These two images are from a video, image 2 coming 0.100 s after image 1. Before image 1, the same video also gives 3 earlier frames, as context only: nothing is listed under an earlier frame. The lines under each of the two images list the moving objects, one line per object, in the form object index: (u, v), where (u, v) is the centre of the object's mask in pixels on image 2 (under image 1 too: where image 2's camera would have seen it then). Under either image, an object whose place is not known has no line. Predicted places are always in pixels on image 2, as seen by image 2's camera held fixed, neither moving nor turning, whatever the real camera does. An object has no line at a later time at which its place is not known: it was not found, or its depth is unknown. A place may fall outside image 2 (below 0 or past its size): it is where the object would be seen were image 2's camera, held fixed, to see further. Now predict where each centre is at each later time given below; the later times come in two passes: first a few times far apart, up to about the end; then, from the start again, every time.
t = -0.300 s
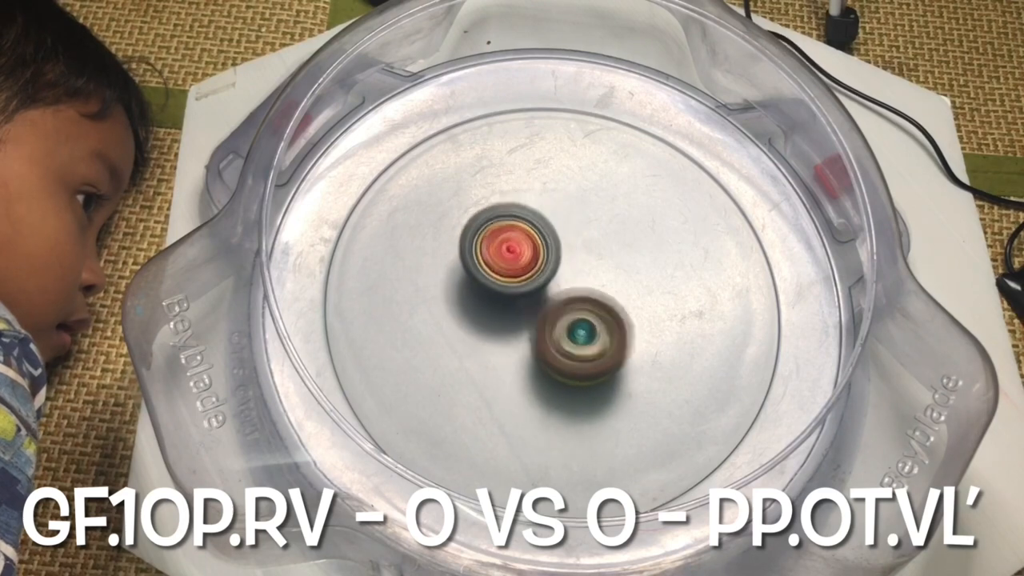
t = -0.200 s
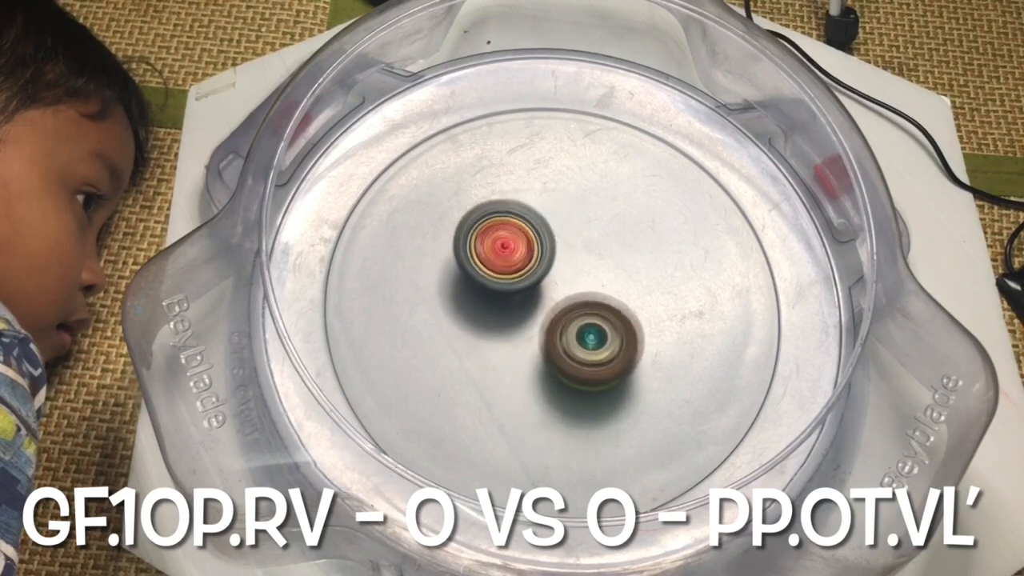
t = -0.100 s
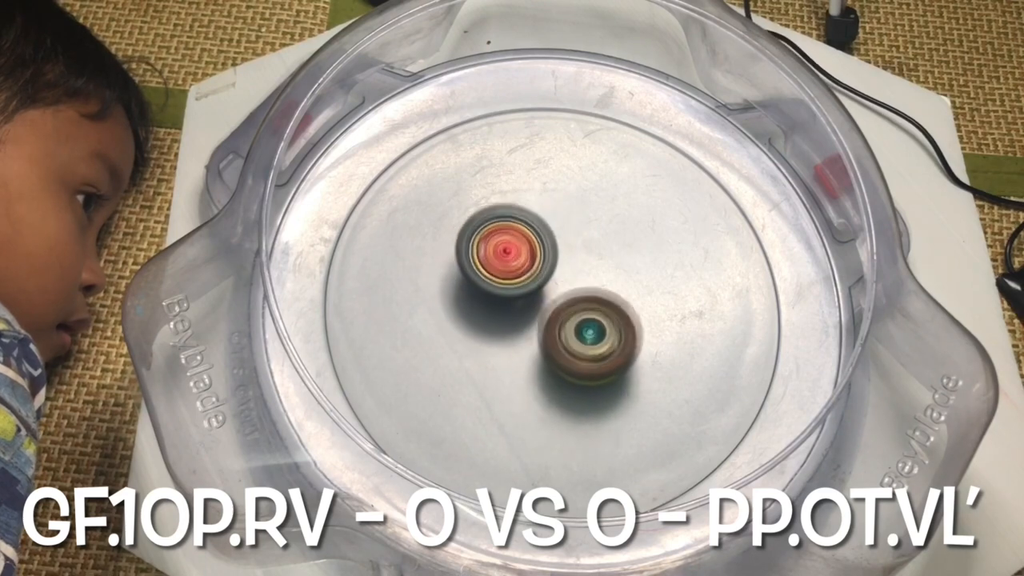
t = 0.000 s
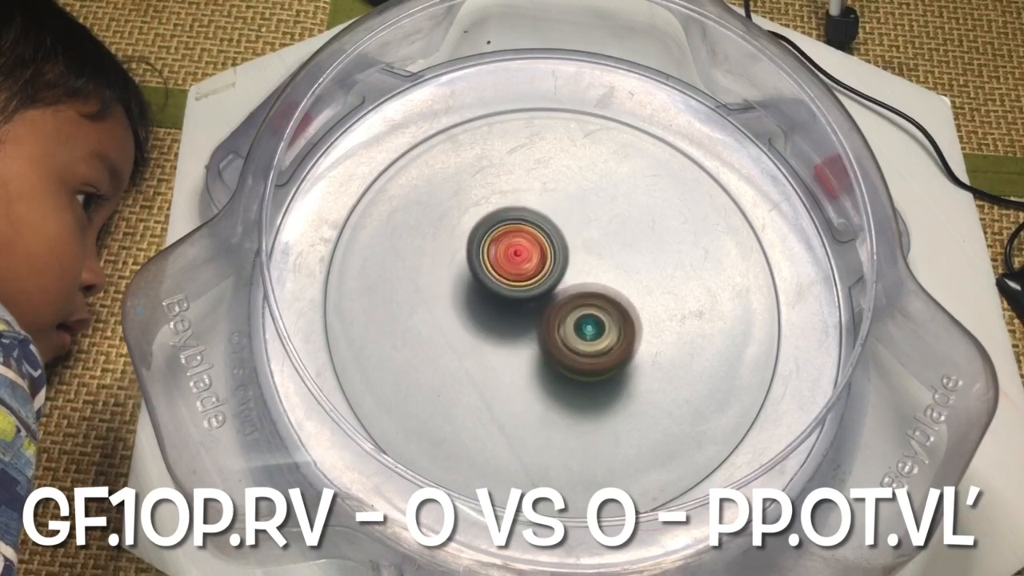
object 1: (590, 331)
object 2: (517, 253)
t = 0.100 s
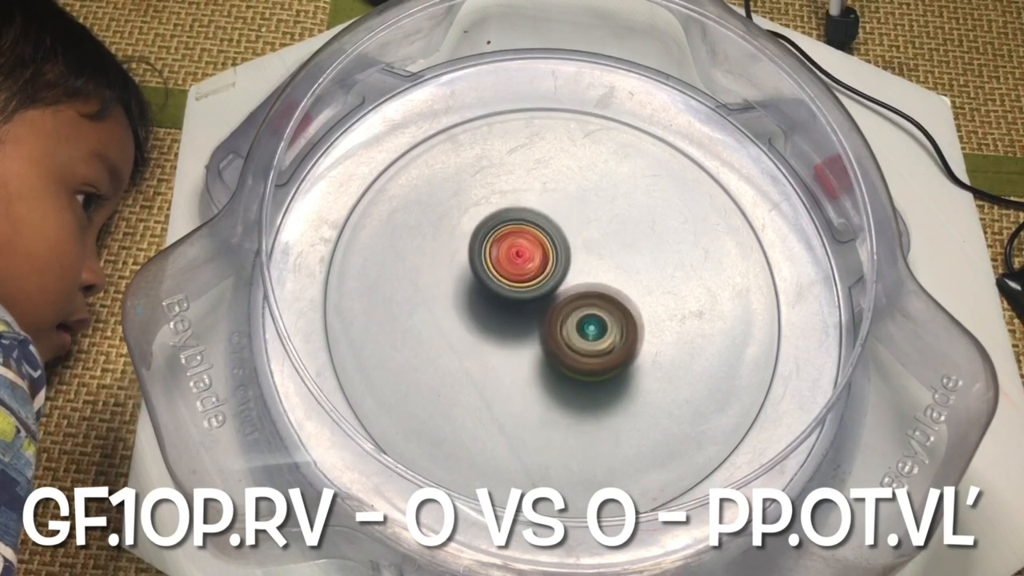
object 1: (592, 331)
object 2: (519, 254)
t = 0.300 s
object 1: (589, 325)
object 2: (515, 249)
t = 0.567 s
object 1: (593, 323)
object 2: (505, 252)
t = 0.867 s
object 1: (597, 318)
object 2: (506, 257)
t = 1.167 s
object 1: (597, 315)
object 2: (506, 261)
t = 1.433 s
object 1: (597, 317)
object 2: (502, 266)
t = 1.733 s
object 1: (605, 321)
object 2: (498, 267)
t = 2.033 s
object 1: (593, 314)
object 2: (496, 262)
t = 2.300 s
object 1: (594, 310)
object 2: (499, 260)
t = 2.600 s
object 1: (599, 309)
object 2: (498, 270)
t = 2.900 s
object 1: (600, 309)
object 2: (495, 273)
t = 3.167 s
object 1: (602, 313)
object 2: (497, 276)
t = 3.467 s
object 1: (594, 313)
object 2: (493, 278)
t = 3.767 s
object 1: (597, 312)
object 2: (492, 281)
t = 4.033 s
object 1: (601, 311)
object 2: (495, 289)
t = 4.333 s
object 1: (604, 308)
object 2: (491, 290)
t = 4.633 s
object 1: (601, 302)
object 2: (496, 295)
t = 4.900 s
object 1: (603, 294)
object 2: (499, 293)
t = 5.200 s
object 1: (616, 286)
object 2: (500, 297)
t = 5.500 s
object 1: (604, 287)
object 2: (500, 300)
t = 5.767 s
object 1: (599, 284)
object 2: (496, 303)
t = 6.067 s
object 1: (600, 284)
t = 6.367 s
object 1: (605, 282)
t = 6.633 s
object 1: (619, 277)
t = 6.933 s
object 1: (598, 284)
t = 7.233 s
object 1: (593, 277)
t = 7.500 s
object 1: (588, 273)
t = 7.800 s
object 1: (582, 269)
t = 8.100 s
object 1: (582, 269)
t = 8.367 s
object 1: (583, 270)
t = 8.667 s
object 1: (588, 272)
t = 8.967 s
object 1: (591, 276)
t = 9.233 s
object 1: (593, 276)
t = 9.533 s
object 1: (593, 275)
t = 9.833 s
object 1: (592, 273)
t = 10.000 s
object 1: (591, 271)
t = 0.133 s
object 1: (592, 331)
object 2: (518, 253)
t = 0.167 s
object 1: (593, 330)
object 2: (516, 253)
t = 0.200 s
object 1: (592, 329)
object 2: (515, 252)
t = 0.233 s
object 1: (591, 327)
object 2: (515, 250)
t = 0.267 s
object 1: (589, 325)
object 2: (516, 250)
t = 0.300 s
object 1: (589, 325)
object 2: (515, 249)
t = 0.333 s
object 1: (589, 325)
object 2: (515, 249)
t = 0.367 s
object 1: (591, 327)
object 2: (514, 249)
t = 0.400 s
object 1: (593, 326)
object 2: (514, 249)
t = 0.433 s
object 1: (593, 326)
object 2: (512, 250)
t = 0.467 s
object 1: (592, 324)
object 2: (511, 251)
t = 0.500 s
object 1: (590, 322)
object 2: (509, 252)
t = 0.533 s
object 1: (592, 323)
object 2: (506, 252)
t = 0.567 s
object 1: (593, 323)
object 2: (505, 252)
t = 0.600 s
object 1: (594, 322)
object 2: (506, 253)
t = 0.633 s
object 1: (593, 321)
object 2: (506, 254)
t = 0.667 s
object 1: (592, 319)
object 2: (506, 254)
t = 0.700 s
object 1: (591, 318)
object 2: (505, 253)
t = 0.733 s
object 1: (592, 319)
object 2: (505, 251)
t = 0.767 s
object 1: (593, 318)
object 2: (504, 252)
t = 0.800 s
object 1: (592, 318)
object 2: (506, 254)
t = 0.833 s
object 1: (595, 318)
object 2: (506, 256)
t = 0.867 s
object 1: (597, 318)
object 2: (506, 257)
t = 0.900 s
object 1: (598, 317)
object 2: (506, 258)
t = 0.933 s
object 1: (596, 316)
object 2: (507, 258)
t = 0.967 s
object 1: (596, 316)
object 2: (506, 257)
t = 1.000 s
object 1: (596, 316)
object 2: (504, 258)
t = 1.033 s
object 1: (596, 316)
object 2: (505, 260)
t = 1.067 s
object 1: (598, 316)
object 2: (505, 261)
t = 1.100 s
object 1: (598, 316)
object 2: (506, 261)
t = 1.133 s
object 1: (598, 316)
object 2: (506, 261)
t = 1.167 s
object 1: (597, 315)
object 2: (506, 261)
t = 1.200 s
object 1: (597, 316)
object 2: (506, 260)
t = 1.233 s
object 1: (598, 318)
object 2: (503, 259)
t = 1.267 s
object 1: (598, 318)
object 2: (501, 259)
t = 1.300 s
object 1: (598, 317)
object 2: (500, 261)
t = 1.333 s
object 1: (595, 317)
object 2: (500, 264)
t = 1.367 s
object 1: (596, 317)
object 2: (501, 265)
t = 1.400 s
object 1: (597, 318)
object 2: (501, 266)
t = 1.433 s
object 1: (597, 317)
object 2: (502, 266)
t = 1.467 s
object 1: (598, 318)
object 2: (503, 266)
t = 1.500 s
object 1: (607, 321)
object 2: (498, 263)
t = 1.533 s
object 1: (612, 322)
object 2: (497, 263)
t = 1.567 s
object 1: (615, 323)
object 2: (498, 265)
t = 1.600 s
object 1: (614, 323)
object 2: (498, 265)
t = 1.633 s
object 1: (613, 322)
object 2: (498, 266)
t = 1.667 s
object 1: (611, 322)
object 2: (499, 267)
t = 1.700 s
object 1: (608, 321)
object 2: (498, 267)
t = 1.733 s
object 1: (605, 321)
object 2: (498, 267)
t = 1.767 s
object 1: (602, 319)
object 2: (498, 268)
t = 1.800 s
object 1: (599, 318)
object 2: (498, 268)
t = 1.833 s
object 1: (596, 317)
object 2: (498, 268)
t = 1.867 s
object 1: (593, 315)
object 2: (498, 268)
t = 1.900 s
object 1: (593, 315)
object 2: (495, 266)
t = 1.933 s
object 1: (593, 315)
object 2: (494, 265)
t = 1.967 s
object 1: (592, 315)
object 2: (495, 264)
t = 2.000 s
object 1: (591, 314)
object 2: (497, 263)
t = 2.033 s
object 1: (593, 314)
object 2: (496, 262)
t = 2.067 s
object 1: (593, 314)
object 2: (496, 262)
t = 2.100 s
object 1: (592, 312)
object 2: (496, 262)
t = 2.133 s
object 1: (591, 311)
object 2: (497, 261)
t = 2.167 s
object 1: (592, 311)
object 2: (497, 260)
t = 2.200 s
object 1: (591, 310)
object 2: (498, 259)
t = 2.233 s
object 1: (592, 309)
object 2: (498, 258)
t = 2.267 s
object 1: (594, 310)
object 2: (498, 258)
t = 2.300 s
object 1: (594, 310)
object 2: (499, 260)
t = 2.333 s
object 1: (595, 310)
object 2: (499, 262)
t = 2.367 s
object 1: (596, 309)
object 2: (498, 265)
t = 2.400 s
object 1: (596, 309)
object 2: (498, 267)
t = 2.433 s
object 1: (597, 309)
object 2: (498, 268)
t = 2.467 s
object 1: (596, 309)
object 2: (498, 268)
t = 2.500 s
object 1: (597, 309)
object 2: (498, 268)
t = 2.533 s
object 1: (597, 309)
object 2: (498, 269)
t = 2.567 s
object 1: (599, 309)
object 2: (498, 269)
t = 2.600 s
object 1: (599, 309)
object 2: (498, 270)
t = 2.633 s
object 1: (598, 309)
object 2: (498, 271)
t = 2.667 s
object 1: (599, 309)
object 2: (497, 273)
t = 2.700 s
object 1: (599, 308)
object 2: (497, 273)
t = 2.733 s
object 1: (598, 308)
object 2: (497, 273)
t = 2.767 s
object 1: (598, 308)
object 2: (496, 273)
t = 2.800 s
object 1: (598, 309)
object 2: (496, 273)
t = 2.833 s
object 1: (598, 309)
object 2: (497, 274)
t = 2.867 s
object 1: (598, 309)
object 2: (496, 273)
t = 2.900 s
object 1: (600, 309)
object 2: (495, 273)
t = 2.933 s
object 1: (600, 309)
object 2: (495, 274)
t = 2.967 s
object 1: (600, 309)
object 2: (495, 275)
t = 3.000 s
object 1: (597, 309)
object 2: (496, 274)
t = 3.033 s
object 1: (597, 309)
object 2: (496, 274)
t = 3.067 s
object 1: (599, 311)
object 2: (496, 274)
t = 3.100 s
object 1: (601, 312)
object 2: (497, 274)
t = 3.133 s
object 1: (601, 312)
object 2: (497, 276)
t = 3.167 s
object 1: (602, 313)
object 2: (497, 276)
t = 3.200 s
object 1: (600, 312)
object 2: (497, 276)
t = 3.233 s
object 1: (598, 313)
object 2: (497, 277)
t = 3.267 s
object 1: (598, 313)
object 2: (497, 277)
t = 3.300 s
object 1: (597, 313)
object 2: (497, 277)
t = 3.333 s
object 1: (598, 314)
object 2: (494, 276)
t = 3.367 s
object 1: (598, 314)
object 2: (493, 274)
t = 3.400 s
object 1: (597, 314)
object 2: (492, 275)
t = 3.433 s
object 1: (595, 314)
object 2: (493, 276)
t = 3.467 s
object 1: (594, 313)
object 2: (493, 278)
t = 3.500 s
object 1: (593, 313)
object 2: (493, 278)
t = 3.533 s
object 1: (594, 313)
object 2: (492, 277)
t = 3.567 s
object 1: (594, 312)
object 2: (493, 278)
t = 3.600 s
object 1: (594, 312)
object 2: (493, 277)
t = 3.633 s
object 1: (594, 311)
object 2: (493, 277)
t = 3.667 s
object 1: (597, 312)
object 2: (490, 277)
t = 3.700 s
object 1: (598, 312)
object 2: (489, 277)
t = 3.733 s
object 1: (598, 312)
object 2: (489, 279)
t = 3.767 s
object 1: (597, 312)
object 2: (492, 281)
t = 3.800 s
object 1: (597, 312)
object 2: (493, 283)
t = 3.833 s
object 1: (598, 312)
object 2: (492, 285)
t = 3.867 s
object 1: (597, 312)
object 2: (494, 285)
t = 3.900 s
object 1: (598, 312)
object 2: (494, 285)
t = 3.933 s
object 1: (599, 312)
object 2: (494, 285)
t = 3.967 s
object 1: (600, 312)
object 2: (495, 284)
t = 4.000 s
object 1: (600, 311)
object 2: (495, 287)
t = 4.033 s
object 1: (601, 311)
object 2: (495, 289)
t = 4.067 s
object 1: (601, 311)
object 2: (494, 290)
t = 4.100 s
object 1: (601, 311)
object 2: (496, 290)
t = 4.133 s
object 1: (603, 311)
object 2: (495, 290)
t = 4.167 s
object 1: (604, 311)
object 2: (496, 290)
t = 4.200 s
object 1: (603, 310)
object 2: (496, 290)
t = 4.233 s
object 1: (602, 309)
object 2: (496, 291)
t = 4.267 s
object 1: (601, 308)
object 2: (497, 291)
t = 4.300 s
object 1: (603, 309)
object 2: (492, 290)
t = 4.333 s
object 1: (604, 308)
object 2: (491, 290)
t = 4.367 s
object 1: (603, 308)
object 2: (491, 292)
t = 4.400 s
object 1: (602, 307)
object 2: (492, 293)
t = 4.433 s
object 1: (600, 306)
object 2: (494, 293)
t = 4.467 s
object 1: (600, 306)
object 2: (495, 294)
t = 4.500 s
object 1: (600, 305)
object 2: (495, 294)
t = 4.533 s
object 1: (602, 305)
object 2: (494, 294)
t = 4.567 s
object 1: (602, 304)
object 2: (495, 295)
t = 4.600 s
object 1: (601, 302)
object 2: (497, 295)
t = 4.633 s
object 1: (601, 302)
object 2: (496, 295)
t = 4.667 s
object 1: (602, 301)
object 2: (495, 295)
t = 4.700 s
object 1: (601, 300)
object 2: (496, 295)
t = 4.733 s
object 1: (602, 298)
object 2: (494, 294)
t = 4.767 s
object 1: (602, 297)
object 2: (495, 294)
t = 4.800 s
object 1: (602, 296)
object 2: (496, 294)
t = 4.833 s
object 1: (601, 296)
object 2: (497, 294)
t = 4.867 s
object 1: (602, 295)
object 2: (497, 292)
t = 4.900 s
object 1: (603, 294)
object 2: (499, 293)
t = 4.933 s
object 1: (605, 292)
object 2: (499, 294)
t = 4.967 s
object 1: (606, 291)
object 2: (500, 295)
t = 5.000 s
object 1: (606, 290)
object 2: (501, 295)
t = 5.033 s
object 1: (606, 290)
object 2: (502, 295)
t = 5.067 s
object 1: (611, 288)
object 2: (499, 295)
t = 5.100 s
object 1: (616, 287)
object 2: (498, 295)
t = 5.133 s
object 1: (617, 286)
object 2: (500, 295)
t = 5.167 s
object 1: (617, 286)
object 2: (500, 296)
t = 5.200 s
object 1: (616, 286)
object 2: (500, 297)
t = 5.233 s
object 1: (615, 287)
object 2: (501, 297)
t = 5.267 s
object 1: (614, 288)
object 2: (501, 297)
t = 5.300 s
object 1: (613, 288)
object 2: (501, 298)
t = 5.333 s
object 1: (611, 289)
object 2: (502, 298)
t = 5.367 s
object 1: (609, 289)
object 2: (502, 299)
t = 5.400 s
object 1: (607, 289)
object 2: (502, 299)
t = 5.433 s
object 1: (605, 289)
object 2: (500, 299)
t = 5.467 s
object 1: (605, 288)
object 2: (499, 299)
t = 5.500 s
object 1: (604, 287)
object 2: (500, 300)
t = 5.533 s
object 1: (603, 287)
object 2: (499, 300)
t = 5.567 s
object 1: (604, 287)
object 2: (497, 301)
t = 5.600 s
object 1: (603, 287)
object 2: (497, 301)
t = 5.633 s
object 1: (601, 287)
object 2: (498, 302)
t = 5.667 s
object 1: (600, 286)
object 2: (497, 302)
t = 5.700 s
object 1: (600, 286)
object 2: (497, 302)
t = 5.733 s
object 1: (600, 285)
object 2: (495, 303)
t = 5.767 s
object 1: (599, 284)
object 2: (496, 303)
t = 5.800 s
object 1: (598, 285)
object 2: (496, 304)
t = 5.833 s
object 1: (598, 285)
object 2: (496, 305)
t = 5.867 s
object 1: (598, 285)
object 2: (497, 305)
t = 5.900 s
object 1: (598, 285)
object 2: (498, 306)
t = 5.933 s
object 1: (599, 284)
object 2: (498, 307)
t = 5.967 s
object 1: (600, 283)
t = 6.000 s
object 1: (600, 283)
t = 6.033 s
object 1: (599, 283)
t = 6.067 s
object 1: (600, 284)
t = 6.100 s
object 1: (601, 283)
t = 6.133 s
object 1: (602, 283)
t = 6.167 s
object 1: (602, 283)
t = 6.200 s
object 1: (602, 283)
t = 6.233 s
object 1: (604, 282)
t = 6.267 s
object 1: (605, 281)
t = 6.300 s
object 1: (606, 281)
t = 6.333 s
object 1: (605, 281)
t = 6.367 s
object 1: (605, 282)
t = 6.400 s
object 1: (605, 282)
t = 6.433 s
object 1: (605, 282)
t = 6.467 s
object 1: (615, 279)
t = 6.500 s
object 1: (620, 276)
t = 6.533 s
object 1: (621, 275)
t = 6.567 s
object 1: (621, 275)
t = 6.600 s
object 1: (620, 276)
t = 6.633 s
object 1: (619, 277)
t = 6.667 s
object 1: (616, 279)
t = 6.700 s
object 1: (615, 280)
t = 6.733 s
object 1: (613, 281)
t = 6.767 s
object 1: (611, 282)
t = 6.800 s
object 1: (607, 283)
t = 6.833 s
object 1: (605, 285)
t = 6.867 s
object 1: (602, 285)
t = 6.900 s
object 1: (599, 285)
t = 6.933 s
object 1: (598, 284)
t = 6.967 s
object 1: (597, 284)
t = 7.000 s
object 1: (597, 283)
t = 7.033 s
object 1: (596, 281)
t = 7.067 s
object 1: (595, 280)
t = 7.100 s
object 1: (594, 280)
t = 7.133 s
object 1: (594, 280)
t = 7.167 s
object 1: (594, 279)
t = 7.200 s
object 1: (594, 278)
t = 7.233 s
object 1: (593, 277)
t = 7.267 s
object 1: (592, 277)
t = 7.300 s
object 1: (591, 277)
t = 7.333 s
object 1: (591, 277)
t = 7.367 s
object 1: (590, 276)
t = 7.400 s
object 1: (590, 276)
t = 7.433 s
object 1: (589, 275)
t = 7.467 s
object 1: (588, 274)
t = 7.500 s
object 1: (588, 273)
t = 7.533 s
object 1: (587, 273)
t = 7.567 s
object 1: (586, 272)
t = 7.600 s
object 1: (585, 271)
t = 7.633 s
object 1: (584, 271)
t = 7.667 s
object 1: (583, 270)
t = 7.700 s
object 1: (583, 270)
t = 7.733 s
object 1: (582, 270)
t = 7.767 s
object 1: (582, 270)
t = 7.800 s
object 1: (582, 269)
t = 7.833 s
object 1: (582, 269)
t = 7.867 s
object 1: (582, 269)
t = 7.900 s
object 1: (582, 269)
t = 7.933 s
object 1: (582, 268)
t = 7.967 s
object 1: (582, 269)
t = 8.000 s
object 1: (582, 269)
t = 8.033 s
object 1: (582, 269)
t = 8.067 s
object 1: (582, 269)
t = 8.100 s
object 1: (582, 269)
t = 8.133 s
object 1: (583, 269)
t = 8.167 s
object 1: (583, 269)
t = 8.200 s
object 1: (583, 269)
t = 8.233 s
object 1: (583, 269)
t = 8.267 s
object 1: (583, 269)
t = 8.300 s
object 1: (583, 270)
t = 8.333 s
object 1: (583, 270)
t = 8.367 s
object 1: (583, 270)
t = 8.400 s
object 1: (583, 270)
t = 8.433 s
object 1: (584, 270)
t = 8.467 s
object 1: (584, 270)
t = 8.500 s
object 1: (585, 270)
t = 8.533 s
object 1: (586, 270)
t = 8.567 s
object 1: (586, 270)
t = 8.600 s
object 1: (587, 270)
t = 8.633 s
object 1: (587, 272)
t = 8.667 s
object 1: (588, 272)
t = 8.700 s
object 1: (589, 273)
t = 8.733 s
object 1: (589, 274)
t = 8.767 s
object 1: (590, 275)
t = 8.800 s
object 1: (590, 275)
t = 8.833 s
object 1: (591, 276)
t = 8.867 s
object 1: (591, 276)
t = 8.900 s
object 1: (591, 276)
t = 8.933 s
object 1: (591, 276)
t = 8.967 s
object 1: (591, 276)
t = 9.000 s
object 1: (591, 275)
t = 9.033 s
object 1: (591, 275)
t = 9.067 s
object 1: (592, 276)
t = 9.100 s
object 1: (592, 276)
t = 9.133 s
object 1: (593, 276)
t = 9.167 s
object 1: (592, 275)
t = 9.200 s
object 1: (592, 276)
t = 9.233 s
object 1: (593, 276)
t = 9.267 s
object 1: (593, 276)
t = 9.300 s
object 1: (594, 276)
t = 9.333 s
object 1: (593, 275)
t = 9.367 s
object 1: (593, 275)
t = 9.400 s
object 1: (593, 275)
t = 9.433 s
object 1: (593, 275)
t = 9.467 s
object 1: (593, 274)
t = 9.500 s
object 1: (593, 274)
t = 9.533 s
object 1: (593, 275)
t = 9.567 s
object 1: (593, 275)
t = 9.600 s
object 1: (593, 274)
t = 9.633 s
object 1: (594, 273)
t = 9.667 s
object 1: (594, 273)
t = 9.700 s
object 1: (594, 274)
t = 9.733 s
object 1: (594, 274)
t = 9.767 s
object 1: (594, 273)
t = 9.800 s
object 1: (593, 273)
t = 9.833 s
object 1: (592, 273)
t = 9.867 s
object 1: (592, 272)
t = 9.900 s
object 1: (592, 272)
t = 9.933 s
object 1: (592, 272)
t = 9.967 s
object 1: (591, 271)
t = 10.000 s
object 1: (591, 271)
